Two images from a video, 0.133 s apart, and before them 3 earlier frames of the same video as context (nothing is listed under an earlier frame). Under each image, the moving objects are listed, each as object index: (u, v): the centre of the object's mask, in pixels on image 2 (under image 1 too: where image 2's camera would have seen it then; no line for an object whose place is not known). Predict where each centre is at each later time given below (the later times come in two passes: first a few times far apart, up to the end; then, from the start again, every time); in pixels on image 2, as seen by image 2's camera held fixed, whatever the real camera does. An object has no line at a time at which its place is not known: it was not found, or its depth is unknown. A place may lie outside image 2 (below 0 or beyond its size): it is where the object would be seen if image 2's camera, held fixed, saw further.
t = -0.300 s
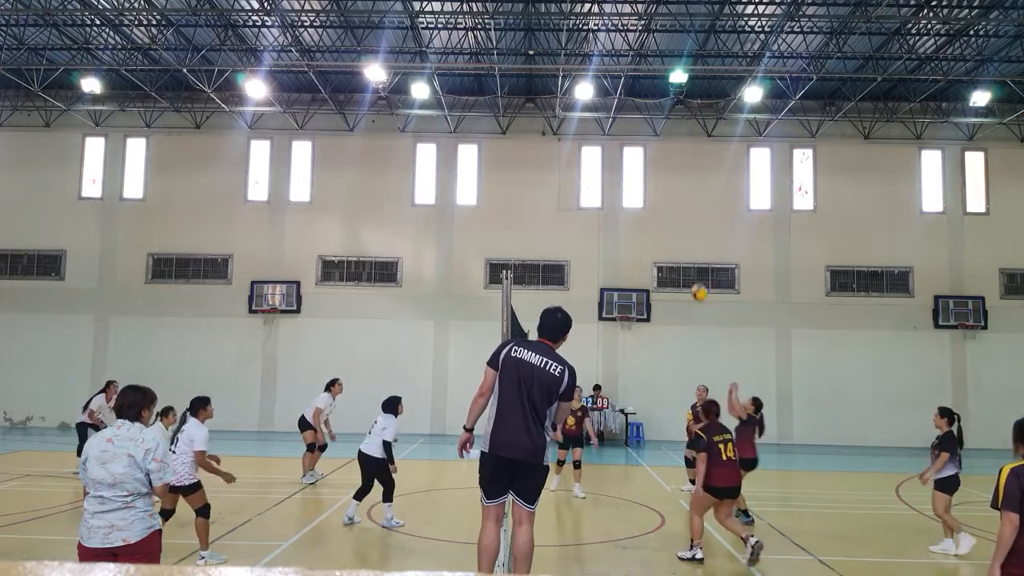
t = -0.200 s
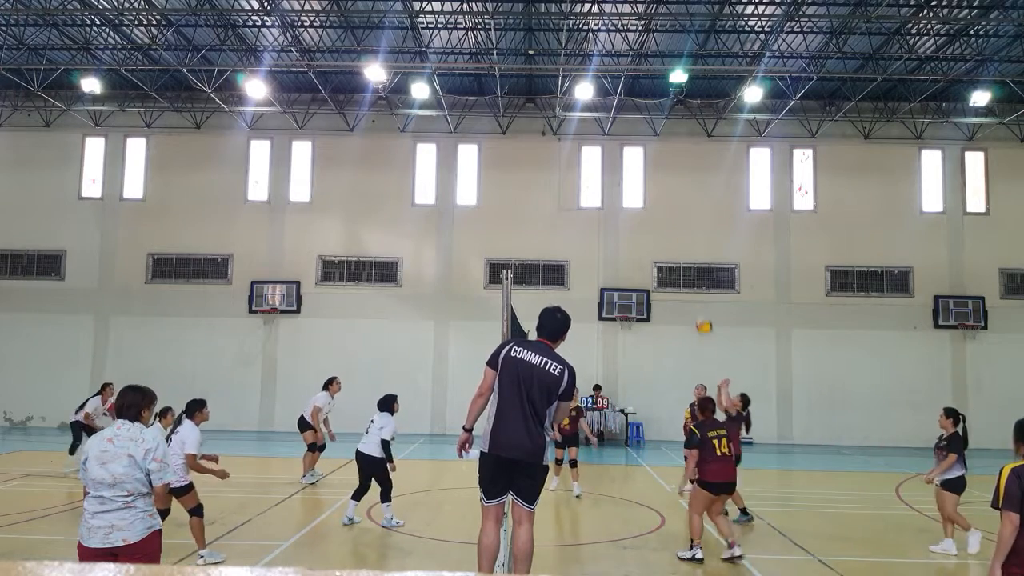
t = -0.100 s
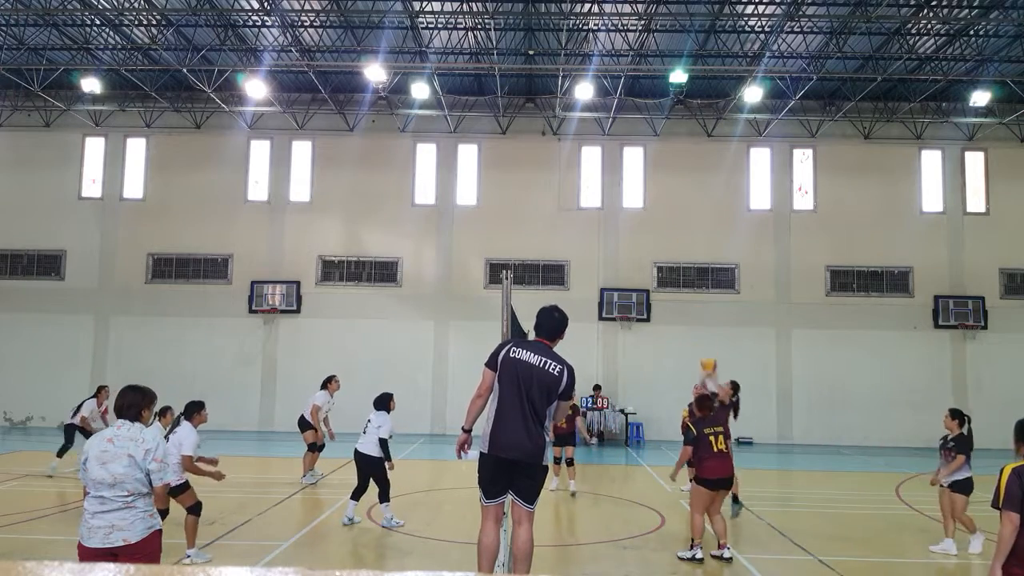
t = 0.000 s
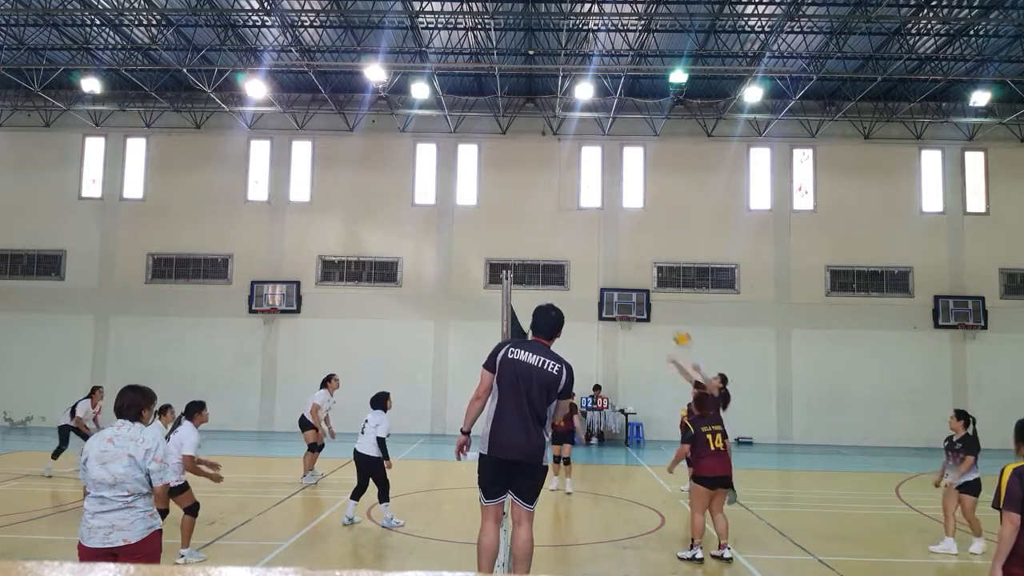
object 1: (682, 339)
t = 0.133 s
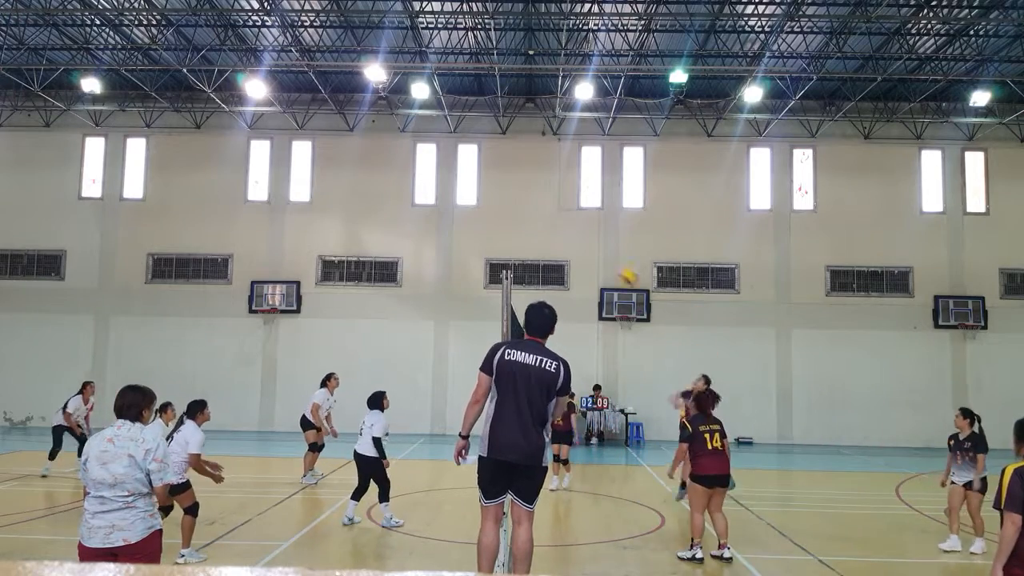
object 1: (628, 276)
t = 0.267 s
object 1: (576, 233)
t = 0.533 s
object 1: (465, 180)
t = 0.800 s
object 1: (344, 189)
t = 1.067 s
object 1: (205, 268)
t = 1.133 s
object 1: (167, 303)
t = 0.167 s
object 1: (615, 266)
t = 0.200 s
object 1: (601, 252)
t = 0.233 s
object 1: (588, 243)
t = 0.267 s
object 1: (576, 233)
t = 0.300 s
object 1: (560, 221)
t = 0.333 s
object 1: (548, 213)
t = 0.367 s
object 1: (535, 207)
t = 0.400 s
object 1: (522, 199)
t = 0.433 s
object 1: (507, 194)
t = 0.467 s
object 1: (493, 189)
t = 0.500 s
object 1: (481, 185)
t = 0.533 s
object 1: (465, 180)
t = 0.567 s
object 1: (449, 177)
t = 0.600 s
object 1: (439, 176)
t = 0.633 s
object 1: (420, 176)
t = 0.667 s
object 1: (405, 177)
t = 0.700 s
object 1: (393, 179)
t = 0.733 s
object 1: (376, 180)
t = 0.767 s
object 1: (360, 183)
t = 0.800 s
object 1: (344, 189)
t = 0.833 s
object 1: (326, 195)
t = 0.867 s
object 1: (312, 203)
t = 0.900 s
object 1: (296, 211)
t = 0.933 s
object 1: (276, 218)
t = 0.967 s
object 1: (259, 229)
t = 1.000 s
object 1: (242, 241)
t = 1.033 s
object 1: (223, 254)
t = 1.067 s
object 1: (205, 268)
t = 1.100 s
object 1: (189, 283)
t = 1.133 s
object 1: (167, 303)
